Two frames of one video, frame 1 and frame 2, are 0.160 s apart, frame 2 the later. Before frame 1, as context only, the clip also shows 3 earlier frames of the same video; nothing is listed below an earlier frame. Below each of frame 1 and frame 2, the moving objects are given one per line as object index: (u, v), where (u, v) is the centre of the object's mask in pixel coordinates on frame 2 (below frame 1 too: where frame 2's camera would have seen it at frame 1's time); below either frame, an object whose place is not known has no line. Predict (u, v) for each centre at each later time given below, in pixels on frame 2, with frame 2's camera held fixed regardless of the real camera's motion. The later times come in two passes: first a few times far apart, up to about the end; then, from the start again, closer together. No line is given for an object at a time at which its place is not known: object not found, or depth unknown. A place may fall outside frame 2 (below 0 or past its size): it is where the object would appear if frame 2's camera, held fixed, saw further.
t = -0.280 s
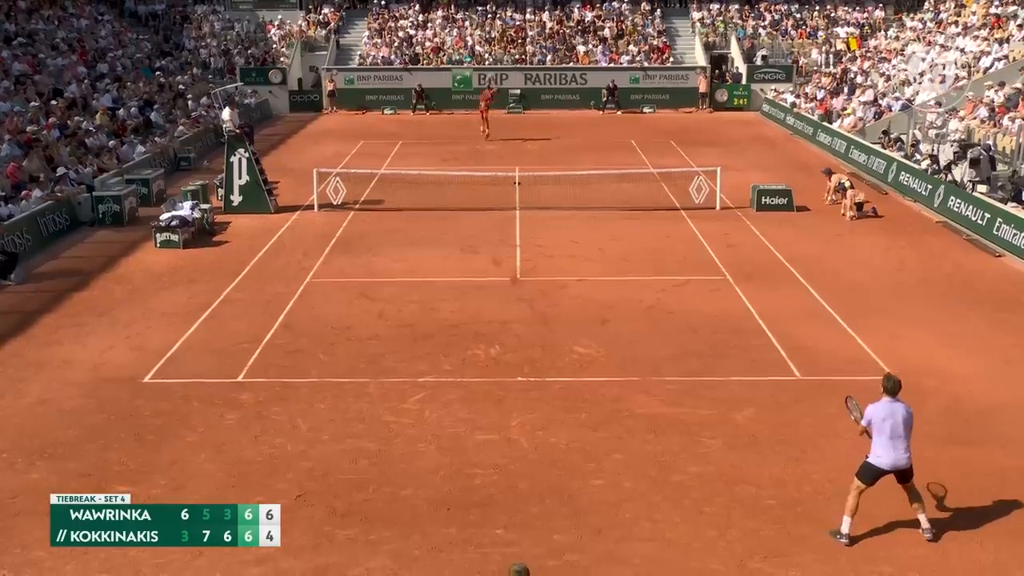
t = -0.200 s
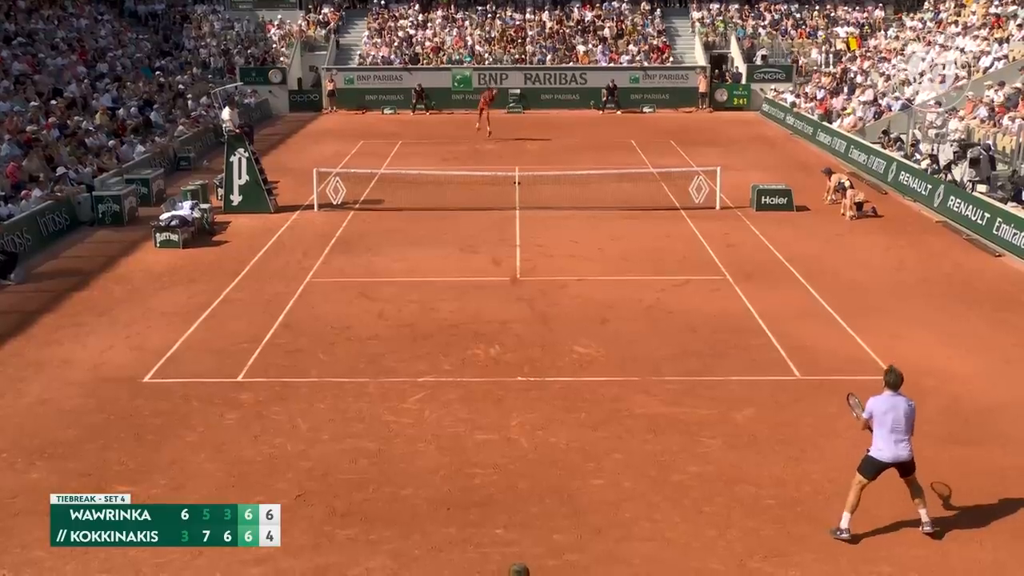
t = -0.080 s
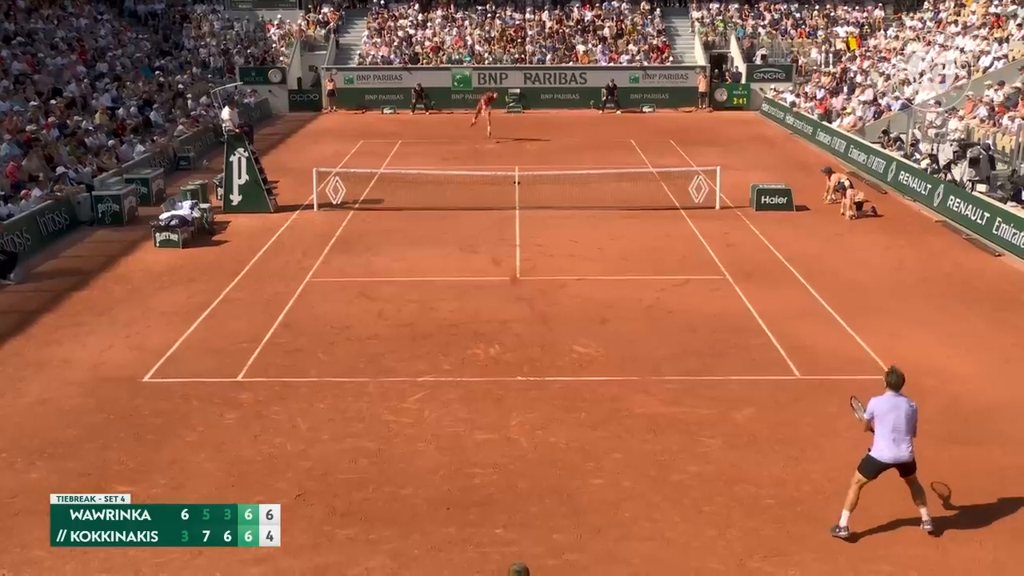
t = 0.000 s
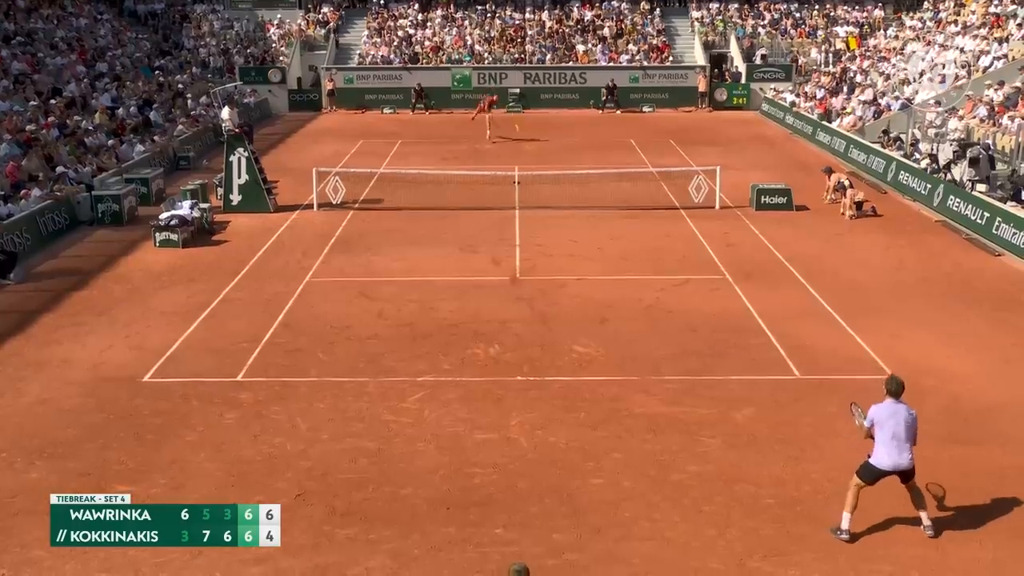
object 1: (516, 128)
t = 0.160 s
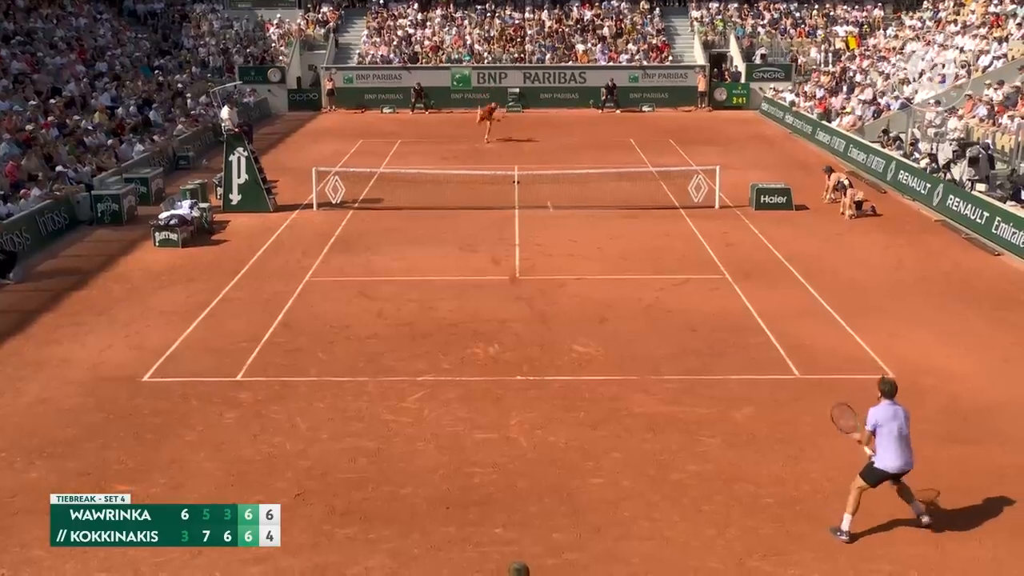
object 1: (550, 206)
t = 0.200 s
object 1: (561, 233)
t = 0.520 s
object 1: (627, 244)
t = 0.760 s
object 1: (699, 287)
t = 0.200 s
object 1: (561, 233)
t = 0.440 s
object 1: (608, 242)
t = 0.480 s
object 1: (617, 242)
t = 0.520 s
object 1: (627, 244)
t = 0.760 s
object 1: (699, 287)
